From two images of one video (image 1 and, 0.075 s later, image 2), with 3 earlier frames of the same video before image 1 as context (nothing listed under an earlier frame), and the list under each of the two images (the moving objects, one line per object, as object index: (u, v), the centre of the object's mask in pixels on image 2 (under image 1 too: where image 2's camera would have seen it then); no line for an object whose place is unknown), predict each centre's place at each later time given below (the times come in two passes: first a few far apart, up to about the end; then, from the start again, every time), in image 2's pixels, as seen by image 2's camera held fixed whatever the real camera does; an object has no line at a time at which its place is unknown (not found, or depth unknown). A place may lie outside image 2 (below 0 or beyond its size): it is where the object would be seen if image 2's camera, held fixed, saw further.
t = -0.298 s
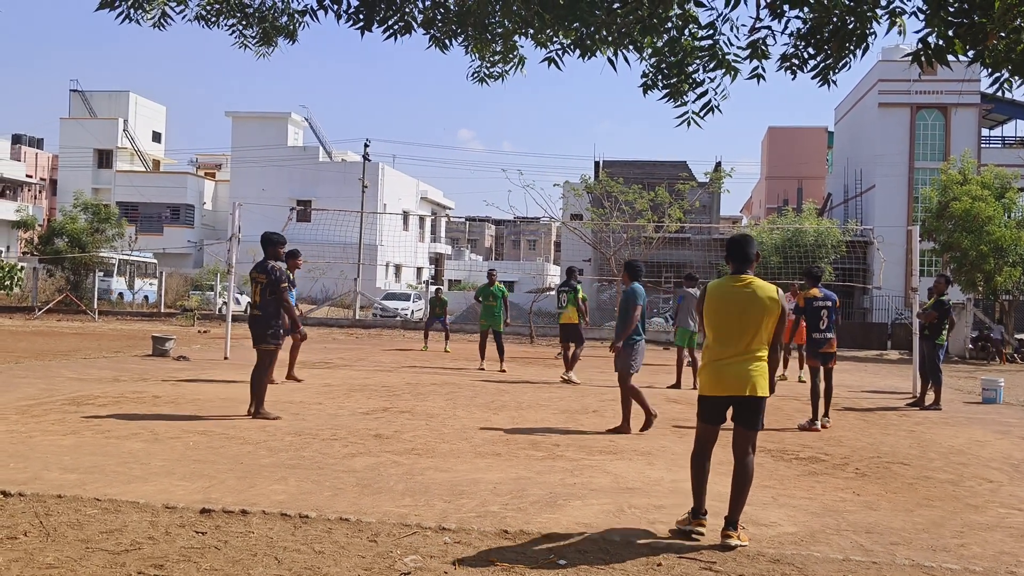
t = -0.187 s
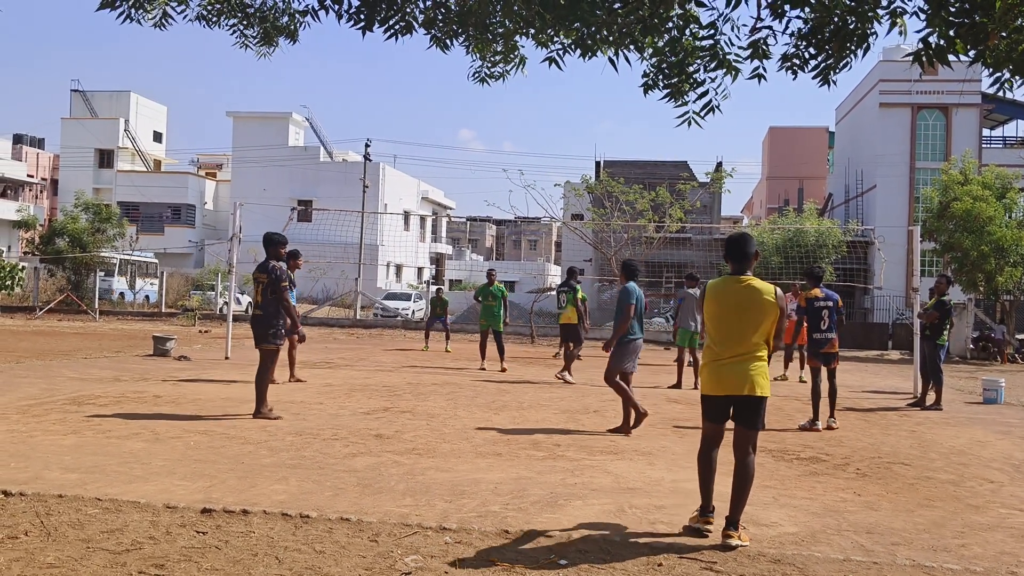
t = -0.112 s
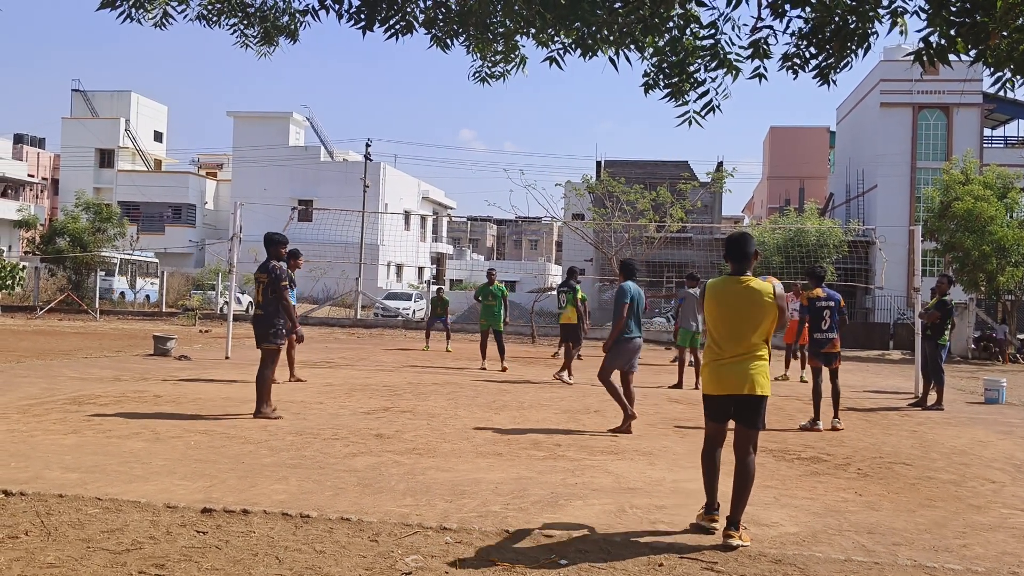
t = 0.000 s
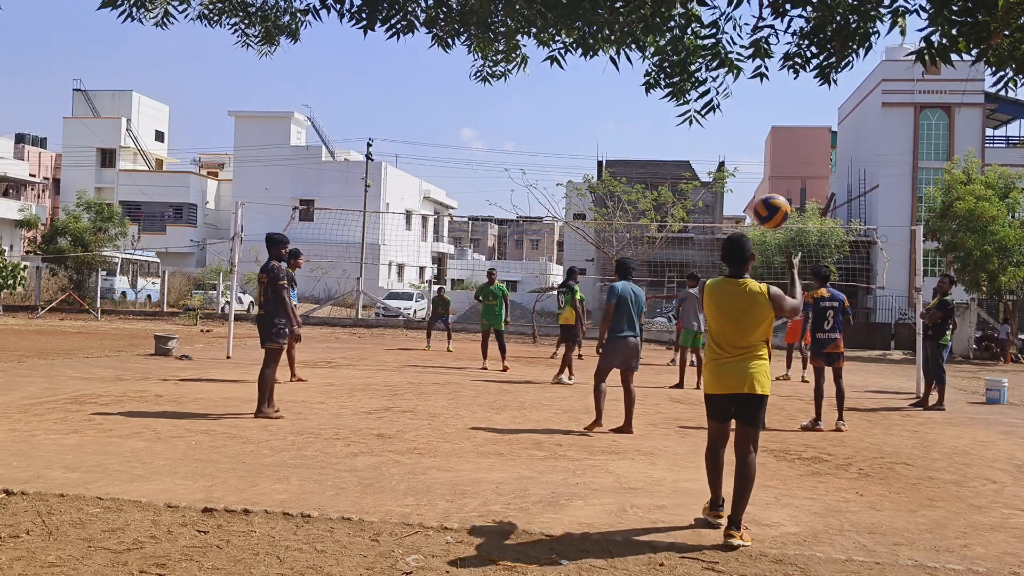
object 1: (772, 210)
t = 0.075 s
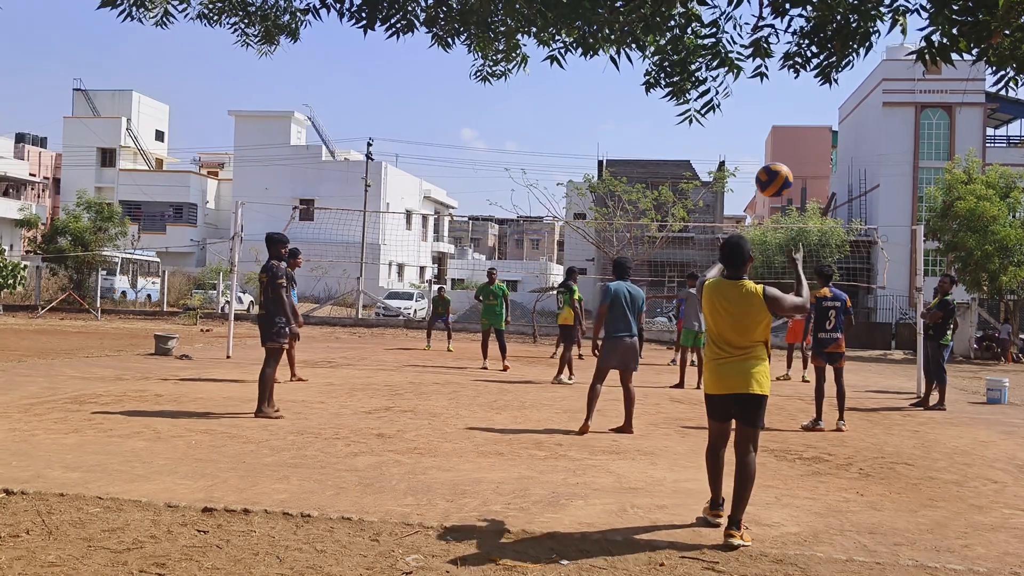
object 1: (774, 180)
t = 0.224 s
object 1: (777, 140)
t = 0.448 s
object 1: (779, 138)
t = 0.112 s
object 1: (775, 167)
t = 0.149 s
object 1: (776, 156)
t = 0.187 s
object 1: (776, 147)
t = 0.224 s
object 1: (777, 140)
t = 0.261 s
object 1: (777, 134)
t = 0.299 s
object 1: (778, 130)
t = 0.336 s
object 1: (779, 128)
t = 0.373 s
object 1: (779, 130)
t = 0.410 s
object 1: (779, 133)
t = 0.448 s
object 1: (779, 138)
